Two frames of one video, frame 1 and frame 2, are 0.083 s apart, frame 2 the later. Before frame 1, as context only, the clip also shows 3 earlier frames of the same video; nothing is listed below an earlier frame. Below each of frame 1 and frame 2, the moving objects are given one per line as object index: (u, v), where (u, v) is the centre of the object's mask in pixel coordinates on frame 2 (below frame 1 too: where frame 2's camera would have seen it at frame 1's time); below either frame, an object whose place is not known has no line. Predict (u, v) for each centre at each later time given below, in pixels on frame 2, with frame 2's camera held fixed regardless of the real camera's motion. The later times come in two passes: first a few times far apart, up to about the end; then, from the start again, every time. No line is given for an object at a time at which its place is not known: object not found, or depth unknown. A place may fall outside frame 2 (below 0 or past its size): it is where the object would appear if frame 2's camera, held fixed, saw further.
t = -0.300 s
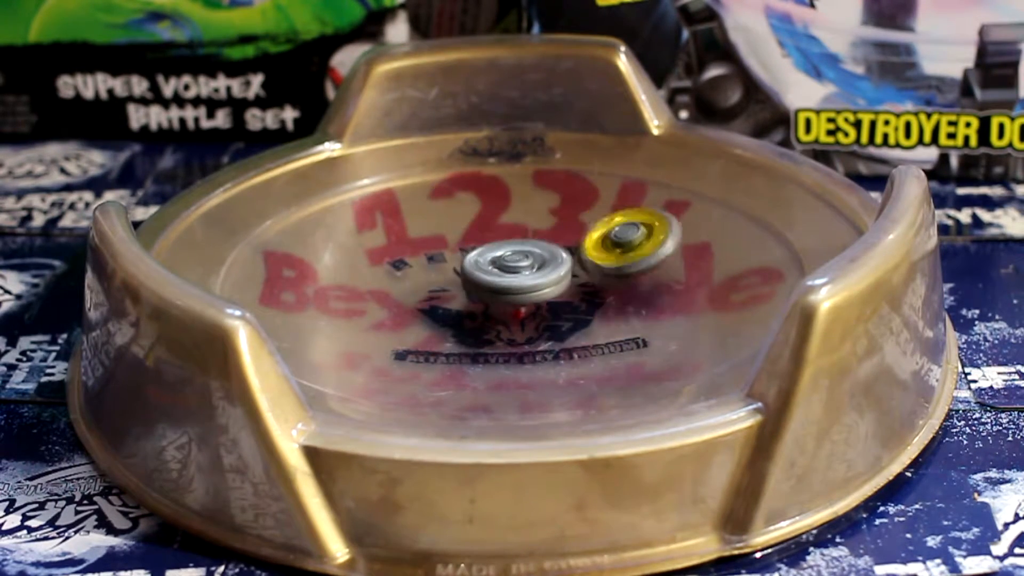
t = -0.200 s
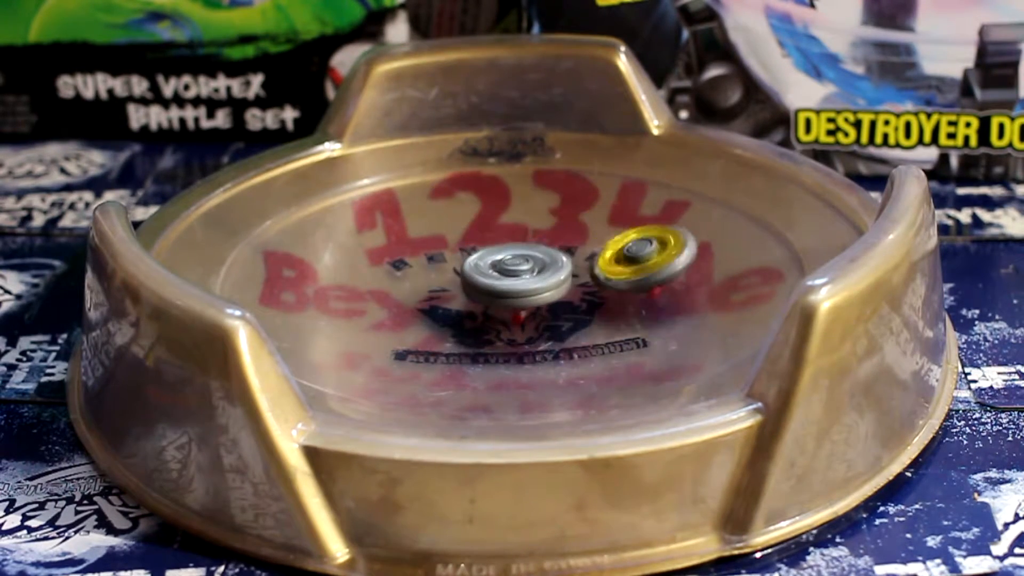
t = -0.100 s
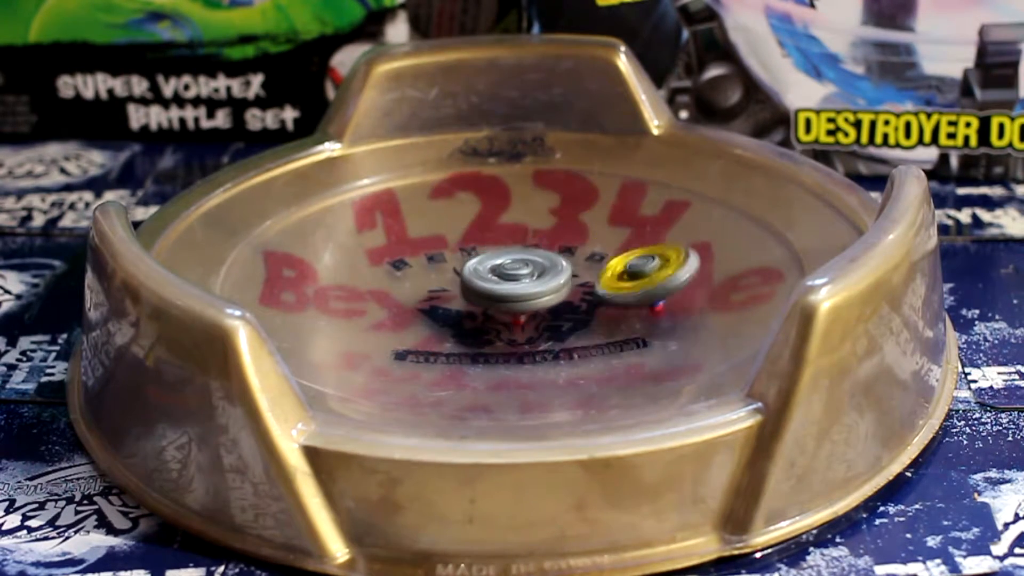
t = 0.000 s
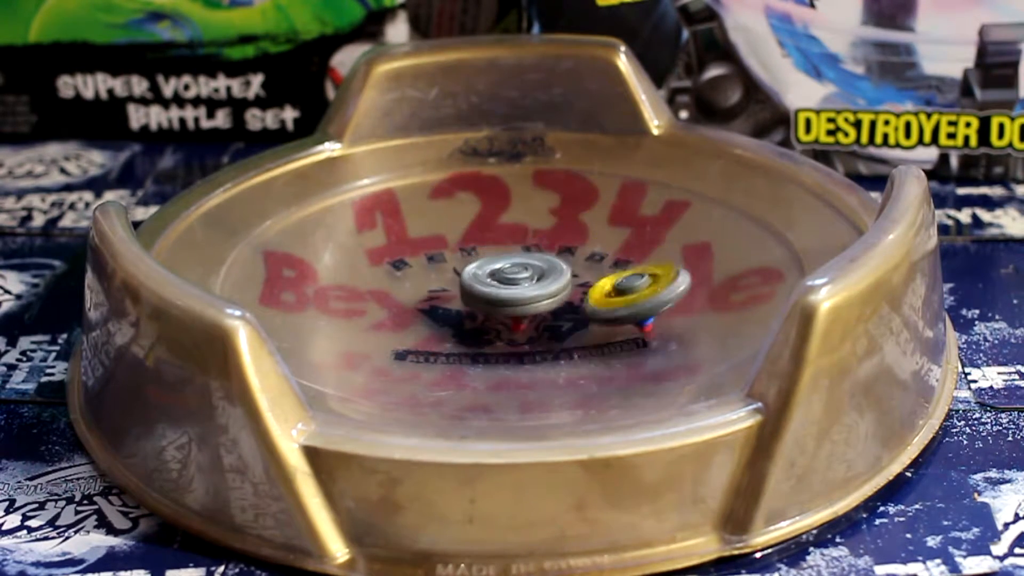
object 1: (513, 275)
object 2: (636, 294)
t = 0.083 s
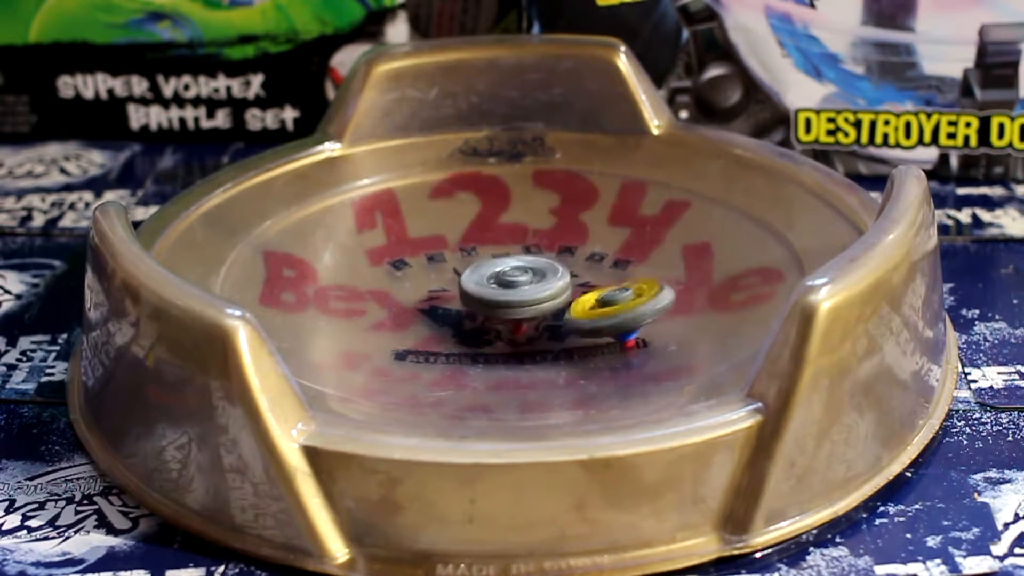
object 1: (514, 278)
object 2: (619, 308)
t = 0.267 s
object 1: (498, 278)
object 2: (560, 332)
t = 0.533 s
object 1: (470, 280)
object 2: (452, 339)
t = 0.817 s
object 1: (480, 274)
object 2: (369, 307)
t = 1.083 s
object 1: (478, 261)
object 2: (370, 262)
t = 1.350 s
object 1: (545, 262)
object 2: (427, 227)
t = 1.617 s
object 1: (557, 257)
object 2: (515, 218)
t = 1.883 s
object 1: (508, 290)
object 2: (594, 253)
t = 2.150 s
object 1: (480, 309)
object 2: (586, 305)
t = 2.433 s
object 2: (523, 333)
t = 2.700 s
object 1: (407, 253)
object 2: (454, 316)
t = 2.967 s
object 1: (470, 245)
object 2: (443, 299)
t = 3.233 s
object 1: (548, 252)
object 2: (440, 296)
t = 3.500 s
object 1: (578, 264)
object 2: (442, 292)
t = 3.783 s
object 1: (574, 273)
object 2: (483, 297)
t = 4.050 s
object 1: (570, 270)
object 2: (481, 303)
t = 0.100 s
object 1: (513, 278)
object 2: (615, 310)
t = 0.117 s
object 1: (513, 279)
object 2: (609, 313)
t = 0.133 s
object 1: (513, 279)
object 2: (604, 316)
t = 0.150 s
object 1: (511, 279)
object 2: (601, 318)
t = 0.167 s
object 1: (510, 279)
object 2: (597, 319)
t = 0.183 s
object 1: (508, 278)
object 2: (591, 321)
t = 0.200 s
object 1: (505, 278)
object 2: (585, 323)
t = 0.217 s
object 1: (504, 278)
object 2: (579, 326)
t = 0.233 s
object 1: (503, 278)
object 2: (574, 328)
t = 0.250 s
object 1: (499, 278)
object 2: (567, 330)
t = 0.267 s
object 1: (498, 278)
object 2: (560, 332)
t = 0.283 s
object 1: (497, 278)
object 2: (554, 334)
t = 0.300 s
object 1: (492, 277)
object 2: (547, 335)
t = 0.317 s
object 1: (491, 278)
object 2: (542, 336)
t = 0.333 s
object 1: (490, 277)
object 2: (534, 338)
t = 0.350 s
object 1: (484, 277)
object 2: (526, 339)
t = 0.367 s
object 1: (484, 278)
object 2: (521, 339)
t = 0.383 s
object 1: (482, 277)
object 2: (515, 340)
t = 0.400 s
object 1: (477, 278)
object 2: (507, 340)
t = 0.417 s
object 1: (477, 278)
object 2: (501, 341)
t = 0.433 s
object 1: (475, 278)
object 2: (494, 341)
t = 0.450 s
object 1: (472, 278)
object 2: (486, 341)
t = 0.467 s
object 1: (473, 279)
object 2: (479, 341)
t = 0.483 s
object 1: (471, 279)
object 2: (471, 340)
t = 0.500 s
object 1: (470, 279)
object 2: (465, 340)
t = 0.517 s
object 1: (469, 280)
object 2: (457, 339)
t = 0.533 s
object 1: (470, 280)
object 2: (452, 339)
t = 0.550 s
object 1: (469, 280)
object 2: (445, 337)
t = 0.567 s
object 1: (469, 280)
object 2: (438, 336)
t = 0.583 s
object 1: (469, 280)
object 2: (431, 335)
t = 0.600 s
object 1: (472, 280)
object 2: (425, 334)
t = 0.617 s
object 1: (470, 279)
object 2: (420, 332)
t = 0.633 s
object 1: (471, 280)
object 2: (414, 331)
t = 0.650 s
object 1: (472, 280)
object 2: (409, 329)
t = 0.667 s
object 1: (471, 278)
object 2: (403, 329)
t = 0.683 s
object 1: (473, 280)
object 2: (398, 328)
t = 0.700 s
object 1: (473, 279)
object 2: (393, 325)
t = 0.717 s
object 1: (474, 278)
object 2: (389, 323)
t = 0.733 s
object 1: (476, 277)
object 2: (385, 321)
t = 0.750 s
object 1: (477, 277)
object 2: (382, 316)
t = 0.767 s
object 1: (477, 276)
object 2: (378, 316)
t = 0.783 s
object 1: (478, 275)
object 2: (375, 313)
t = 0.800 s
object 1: (479, 275)
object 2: (372, 309)
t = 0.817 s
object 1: (480, 274)
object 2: (369, 307)
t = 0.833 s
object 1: (479, 272)
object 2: (367, 304)
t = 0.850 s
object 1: (480, 271)
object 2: (365, 301)
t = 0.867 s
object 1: (481, 270)
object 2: (363, 299)
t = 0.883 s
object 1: (480, 270)
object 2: (362, 296)
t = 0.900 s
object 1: (482, 268)
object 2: (361, 294)
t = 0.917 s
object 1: (481, 269)
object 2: (361, 290)
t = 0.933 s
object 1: (482, 267)
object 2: (360, 287)
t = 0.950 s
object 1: (481, 266)
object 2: (360, 284)
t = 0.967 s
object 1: (481, 267)
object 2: (361, 282)
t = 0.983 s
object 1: (481, 265)
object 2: (361, 279)
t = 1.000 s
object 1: (480, 263)
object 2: (362, 276)
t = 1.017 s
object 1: (480, 263)
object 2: (362, 273)
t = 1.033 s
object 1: (480, 262)
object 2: (364, 270)
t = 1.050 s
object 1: (479, 261)
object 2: (366, 268)
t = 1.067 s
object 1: (480, 261)
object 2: (368, 265)
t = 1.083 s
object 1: (478, 261)
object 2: (370, 262)
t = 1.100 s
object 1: (478, 261)
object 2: (374, 259)
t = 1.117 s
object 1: (478, 261)
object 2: (375, 257)
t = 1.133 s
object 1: (479, 261)
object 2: (376, 255)
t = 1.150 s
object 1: (487, 261)
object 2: (375, 251)
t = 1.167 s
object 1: (491, 262)
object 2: (378, 248)
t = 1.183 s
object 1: (496, 263)
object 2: (381, 246)
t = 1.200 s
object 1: (504, 264)
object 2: (385, 244)
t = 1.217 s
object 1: (508, 264)
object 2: (389, 241)
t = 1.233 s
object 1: (512, 264)
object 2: (393, 238)
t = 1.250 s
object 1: (519, 264)
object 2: (396, 237)
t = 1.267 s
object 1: (524, 263)
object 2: (401, 236)
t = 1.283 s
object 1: (526, 264)
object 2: (407, 233)
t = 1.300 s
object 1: (532, 262)
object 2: (411, 231)
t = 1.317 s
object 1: (537, 264)
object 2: (414, 230)
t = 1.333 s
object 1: (542, 262)
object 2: (421, 228)
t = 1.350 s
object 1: (545, 262)
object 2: (427, 227)
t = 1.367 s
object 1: (551, 262)
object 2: (431, 225)
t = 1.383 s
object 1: (554, 262)
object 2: (437, 224)
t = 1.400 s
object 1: (557, 260)
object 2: (443, 224)
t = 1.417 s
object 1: (560, 260)
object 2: (448, 222)
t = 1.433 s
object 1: (562, 259)
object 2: (454, 222)
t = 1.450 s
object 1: (564, 259)
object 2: (460, 222)
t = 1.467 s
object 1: (566, 257)
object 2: (465, 220)
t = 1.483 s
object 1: (566, 257)
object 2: (471, 220)
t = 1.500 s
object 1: (568, 256)
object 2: (478, 220)
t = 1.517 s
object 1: (567, 256)
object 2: (483, 220)
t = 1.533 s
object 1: (566, 256)
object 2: (488, 220)
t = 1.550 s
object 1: (566, 256)
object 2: (493, 219)
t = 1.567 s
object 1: (565, 256)
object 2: (499, 220)
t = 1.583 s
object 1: (562, 256)
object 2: (505, 220)
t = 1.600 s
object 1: (560, 257)
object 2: (510, 219)
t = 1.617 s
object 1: (557, 257)
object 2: (515, 218)
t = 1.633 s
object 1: (555, 258)
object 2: (522, 219)
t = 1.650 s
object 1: (549, 259)
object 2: (529, 217)
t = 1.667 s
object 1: (545, 262)
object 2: (535, 217)
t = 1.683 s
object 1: (539, 265)
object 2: (541, 219)
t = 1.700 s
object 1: (537, 267)
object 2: (550, 222)
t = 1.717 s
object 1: (536, 267)
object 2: (555, 223)
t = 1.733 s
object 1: (535, 271)
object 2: (561, 226)
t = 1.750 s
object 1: (530, 274)
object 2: (568, 229)
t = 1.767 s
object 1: (527, 277)
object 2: (571, 231)
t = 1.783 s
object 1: (522, 279)
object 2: (576, 233)
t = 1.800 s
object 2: (581, 238)
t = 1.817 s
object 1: (520, 282)
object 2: (584, 241)
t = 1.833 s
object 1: (515, 286)
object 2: (586, 243)
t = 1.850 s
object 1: (512, 288)
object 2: (590, 246)
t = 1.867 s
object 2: (592, 249)
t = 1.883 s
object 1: (508, 290)
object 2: (594, 253)
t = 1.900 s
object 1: (504, 294)
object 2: (596, 257)
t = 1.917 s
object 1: (501, 295)
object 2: (597, 259)
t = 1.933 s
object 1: (498, 297)
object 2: (598, 262)
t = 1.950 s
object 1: (496, 298)
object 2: (598, 267)
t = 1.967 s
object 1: (492, 300)
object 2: (600, 270)
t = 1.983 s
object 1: (490, 302)
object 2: (600, 272)
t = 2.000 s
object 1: (486, 303)
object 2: (599, 276)
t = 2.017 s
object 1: (487, 304)
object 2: (600, 279)
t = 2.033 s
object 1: (483, 305)
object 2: (599, 283)
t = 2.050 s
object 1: (481, 307)
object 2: (598, 287)
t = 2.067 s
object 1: (479, 308)
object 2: (597, 289)
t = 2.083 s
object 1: (482, 308)
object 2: (596, 292)
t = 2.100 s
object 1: (477, 309)
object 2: (593, 296)
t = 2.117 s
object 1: (478, 309)
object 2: (591, 299)
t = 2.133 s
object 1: (477, 309)
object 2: (589, 302)
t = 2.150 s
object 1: (480, 309)
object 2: (586, 305)
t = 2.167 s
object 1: (477, 308)
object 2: (585, 307)
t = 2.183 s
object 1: (475, 308)
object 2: (583, 309)
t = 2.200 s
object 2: (580, 313)
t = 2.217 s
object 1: (468, 305)
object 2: (579, 315)
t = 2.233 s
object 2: (577, 317)
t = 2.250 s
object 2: (576, 319)
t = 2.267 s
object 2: (574, 320)
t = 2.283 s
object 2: (570, 323)
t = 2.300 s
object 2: (564, 325)
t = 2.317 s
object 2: (560, 327)
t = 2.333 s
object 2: (555, 328)
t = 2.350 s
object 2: (551, 329)
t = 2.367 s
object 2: (546, 330)
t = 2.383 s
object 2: (540, 331)
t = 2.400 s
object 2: (535, 333)
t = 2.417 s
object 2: (529, 332)
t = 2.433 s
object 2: (523, 333)
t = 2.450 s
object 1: (404, 288)
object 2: (516, 333)
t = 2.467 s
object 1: (404, 286)
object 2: (510, 328)
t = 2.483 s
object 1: (401, 285)
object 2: (505, 333)
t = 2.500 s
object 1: (399, 283)
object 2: (499, 328)
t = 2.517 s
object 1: (397, 280)
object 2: (493, 332)
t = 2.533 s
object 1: (398, 277)
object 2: (489, 327)
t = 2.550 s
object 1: (398, 276)
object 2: (481, 326)
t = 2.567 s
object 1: (400, 274)
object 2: (478, 325)
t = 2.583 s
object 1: (397, 269)
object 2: (475, 324)
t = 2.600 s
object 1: (399, 266)
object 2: (473, 324)
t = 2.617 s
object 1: (400, 264)
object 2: (469, 322)
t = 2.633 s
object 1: (404, 263)
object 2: (463, 321)
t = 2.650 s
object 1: (403, 262)
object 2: (461, 319)
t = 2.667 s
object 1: (402, 259)
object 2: (457, 318)
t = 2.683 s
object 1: (406, 254)
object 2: (456, 317)
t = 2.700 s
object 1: (407, 253)
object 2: (454, 316)
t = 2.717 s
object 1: (412, 252)
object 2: (452, 315)
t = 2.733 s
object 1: (415, 251)
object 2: (447, 313)
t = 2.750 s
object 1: (416, 250)
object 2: (445, 312)
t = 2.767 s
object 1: (421, 248)
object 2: (444, 312)
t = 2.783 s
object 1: (422, 246)
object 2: (443, 312)
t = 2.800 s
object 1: (429, 245)
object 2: (440, 311)
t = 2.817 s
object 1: (433, 244)
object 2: (438, 309)
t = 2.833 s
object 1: (437, 246)
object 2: (440, 308)
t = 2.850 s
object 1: (442, 244)
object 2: (439, 308)
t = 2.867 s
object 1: (446, 244)
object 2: (440, 308)
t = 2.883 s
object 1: (449, 244)
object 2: (441, 307)
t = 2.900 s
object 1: (454, 245)
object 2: (440, 305)
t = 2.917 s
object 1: (458, 246)
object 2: (440, 304)
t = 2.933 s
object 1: (463, 245)
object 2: (440, 301)
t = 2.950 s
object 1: (467, 245)
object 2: (442, 300)
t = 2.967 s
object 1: (470, 245)
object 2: (443, 299)
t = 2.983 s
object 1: (477, 243)
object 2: (444, 298)
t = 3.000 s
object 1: (481, 244)
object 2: (445, 297)
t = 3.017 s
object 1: (488, 245)
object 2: (446, 296)
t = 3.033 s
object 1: (494, 245)
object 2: (448, 294)
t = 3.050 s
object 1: (497, 247)
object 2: (450, 292)
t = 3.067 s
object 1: (504, 244)
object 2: (451, 291)
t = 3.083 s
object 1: (511, 241)
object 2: (447, 292)
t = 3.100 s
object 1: (517, 242)
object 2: (443, 292)
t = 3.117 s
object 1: (522, 244)
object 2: (438, 294)
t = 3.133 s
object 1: (526, 246)
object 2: (435, 296)
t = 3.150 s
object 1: (528, 246)
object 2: (438, 292)
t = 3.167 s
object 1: (532, 247)
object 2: (439, 292)
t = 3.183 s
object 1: (537, 250)
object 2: (440, 297)
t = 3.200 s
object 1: (539, 252)
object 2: (442, 294)
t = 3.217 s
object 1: (544, 253)
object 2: (442, 294)
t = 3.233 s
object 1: (548, 252)
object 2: (440, 296)
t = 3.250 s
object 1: (551, 254)
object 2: (438, 297)
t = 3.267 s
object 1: (553, 255)
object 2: (435, 296)
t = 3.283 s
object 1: (558, 252)
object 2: (434, 295)
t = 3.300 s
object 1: (562, 250)
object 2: (431, 294)
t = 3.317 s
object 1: (567, 252)
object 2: (430, 293)
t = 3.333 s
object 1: (568, 255)
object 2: (433, 293)
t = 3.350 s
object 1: (571, 258)
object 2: (433, 294)
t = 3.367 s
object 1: (574, 257)
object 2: (434, 294)
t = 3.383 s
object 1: (575, 259)
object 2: (434, 294)
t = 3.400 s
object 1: (575, 263)
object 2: (432, 295)
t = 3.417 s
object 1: (575, 264)
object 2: (432, 293)
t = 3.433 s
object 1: (576, 263)
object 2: (434, 293)
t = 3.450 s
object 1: (579, 260)
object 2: (436, 291)
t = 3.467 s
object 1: (581, 259)
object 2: (440, 292)
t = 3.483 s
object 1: (581, 260)
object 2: (442, 292)
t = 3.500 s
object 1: (578, 264)
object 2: (442, 292)
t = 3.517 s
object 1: (577, 264)
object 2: (446, 293)
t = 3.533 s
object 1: (575, 264)
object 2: (447, 293)
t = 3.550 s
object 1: (577, 264)
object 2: (447, 294)
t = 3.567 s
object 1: (575, 262)
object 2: (449, 294)
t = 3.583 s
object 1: (575, 263)
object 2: (452, 292)
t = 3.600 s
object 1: (574, 265)
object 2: (455, 292)
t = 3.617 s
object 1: (574, 265)
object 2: (459, 292)
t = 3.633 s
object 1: (574, 265)
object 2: (464, 292)
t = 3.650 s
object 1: (572, 267)
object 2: (468, 294)
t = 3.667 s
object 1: (572, 267)
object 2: (472, 295)
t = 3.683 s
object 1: (572, 267)
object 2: (474, 295)
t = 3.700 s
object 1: (572, 269)
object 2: (475, 296)
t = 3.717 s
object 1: (573, 270)
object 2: (477, 296)
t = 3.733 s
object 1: (572, 271)
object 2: (479, 297)
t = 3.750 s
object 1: (571, 272)
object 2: (480, 297)
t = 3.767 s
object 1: (572, 273)
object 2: (481, 297)
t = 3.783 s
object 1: (574, 273)
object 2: (483, 297)
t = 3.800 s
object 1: (576, 274)
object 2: (484, 297)
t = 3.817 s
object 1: (577, 274)
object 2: (486, 297)
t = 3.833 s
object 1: (578, 275)
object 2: (488, 298)
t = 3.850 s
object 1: (578, 276)
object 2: (491, 298)
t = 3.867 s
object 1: (579, 276)
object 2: (493, 299)
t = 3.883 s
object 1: (580, 275)
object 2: (494, 301)
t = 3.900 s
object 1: (580, 275)
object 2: (495, 302)
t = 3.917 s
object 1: (579, 275)
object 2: (492, 304)
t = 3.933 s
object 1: (578, 274)
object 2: (491, 305)
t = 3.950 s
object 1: (578, 274)
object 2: (490, 305)
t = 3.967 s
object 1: (577, 274)
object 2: (490, 308)
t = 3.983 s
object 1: (576, 273)
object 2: (488, 305)
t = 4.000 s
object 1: (572, 274)
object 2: (488, 306)
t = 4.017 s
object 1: (572, 272)
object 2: (488, 305)
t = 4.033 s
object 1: (571, 272)
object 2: (485, 304)
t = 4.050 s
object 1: (570, 270)
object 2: (481, 303)
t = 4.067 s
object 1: (570, 269)
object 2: (479, 303)
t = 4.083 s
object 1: (570, 267)
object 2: (475, 304)
